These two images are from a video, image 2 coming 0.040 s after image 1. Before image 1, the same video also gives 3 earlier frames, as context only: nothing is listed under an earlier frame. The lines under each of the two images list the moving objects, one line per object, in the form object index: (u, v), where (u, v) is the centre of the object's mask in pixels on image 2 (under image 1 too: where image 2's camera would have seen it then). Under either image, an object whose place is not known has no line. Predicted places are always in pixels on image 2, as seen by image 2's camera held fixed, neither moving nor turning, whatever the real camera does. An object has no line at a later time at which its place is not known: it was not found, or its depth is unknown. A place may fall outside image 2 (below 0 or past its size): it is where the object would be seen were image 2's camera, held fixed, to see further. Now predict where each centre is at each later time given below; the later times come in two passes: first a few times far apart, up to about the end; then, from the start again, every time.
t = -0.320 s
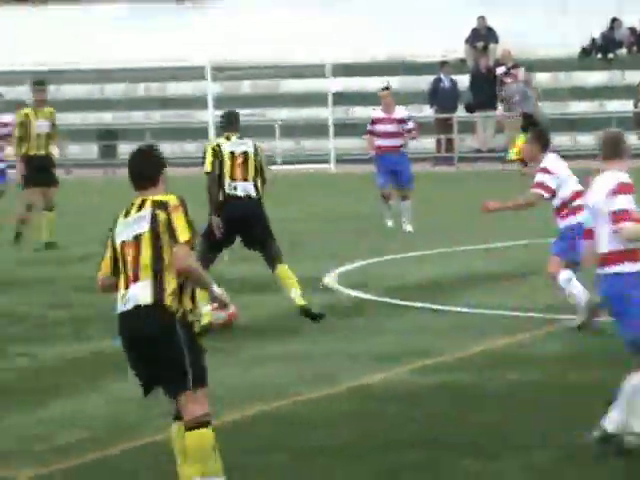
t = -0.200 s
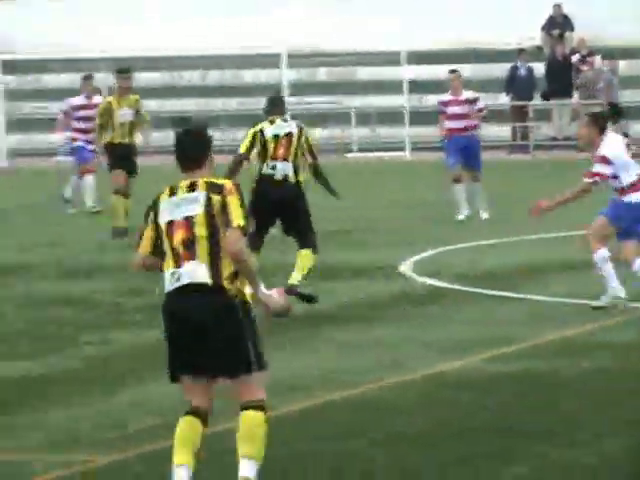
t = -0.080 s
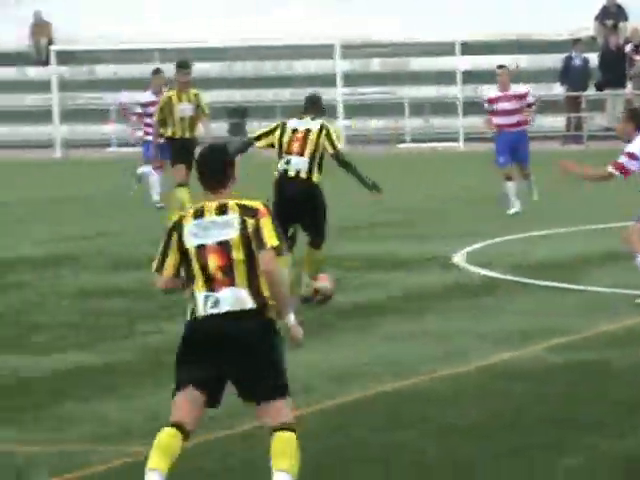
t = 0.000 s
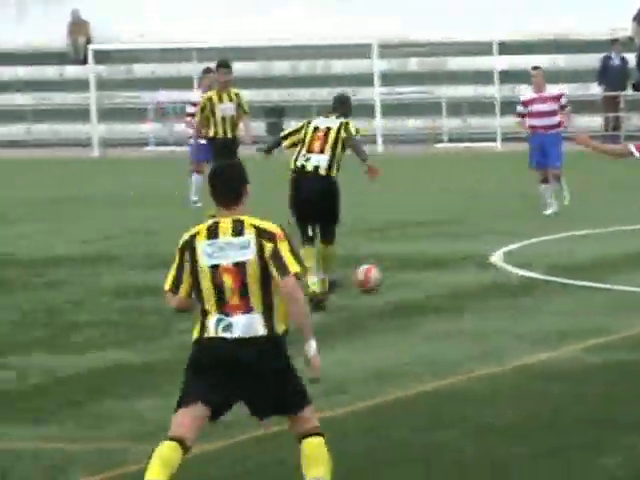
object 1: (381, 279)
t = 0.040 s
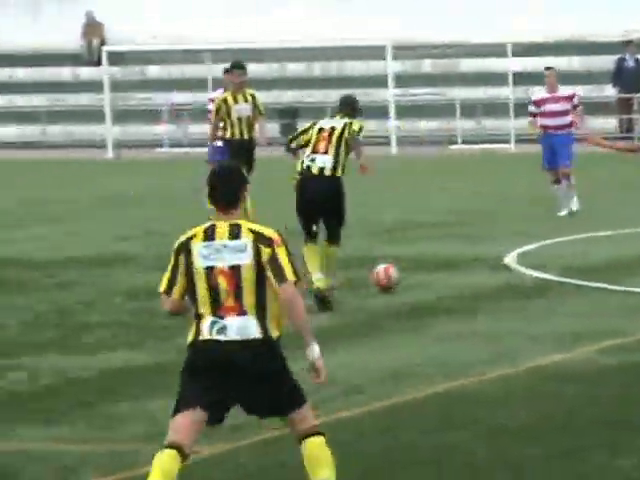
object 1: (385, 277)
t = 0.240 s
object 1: (401, 259)
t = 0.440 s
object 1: (407, 241)
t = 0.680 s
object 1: (410, 234)
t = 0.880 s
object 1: (407, 232)
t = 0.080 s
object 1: (389, 275)
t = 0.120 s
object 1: (391, 272)
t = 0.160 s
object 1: (393, 269)
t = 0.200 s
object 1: (398, 260)
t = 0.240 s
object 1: (401, 259)
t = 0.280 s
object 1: (401, 259)
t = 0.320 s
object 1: (403, 255)
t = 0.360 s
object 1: (405, 246)
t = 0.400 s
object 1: (405, 242)
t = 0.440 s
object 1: (407, 241)
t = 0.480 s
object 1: (407, 241)
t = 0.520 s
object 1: (409, 244)
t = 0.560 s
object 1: (409, 246)
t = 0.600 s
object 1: (409, 241)
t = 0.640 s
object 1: (409, 236)
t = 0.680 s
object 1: (410, 234)
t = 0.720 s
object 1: (409, 233)
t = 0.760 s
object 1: (408, 234)
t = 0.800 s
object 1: (409, 238)
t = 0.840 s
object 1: (408, 236)
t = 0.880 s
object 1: (407, 232)
